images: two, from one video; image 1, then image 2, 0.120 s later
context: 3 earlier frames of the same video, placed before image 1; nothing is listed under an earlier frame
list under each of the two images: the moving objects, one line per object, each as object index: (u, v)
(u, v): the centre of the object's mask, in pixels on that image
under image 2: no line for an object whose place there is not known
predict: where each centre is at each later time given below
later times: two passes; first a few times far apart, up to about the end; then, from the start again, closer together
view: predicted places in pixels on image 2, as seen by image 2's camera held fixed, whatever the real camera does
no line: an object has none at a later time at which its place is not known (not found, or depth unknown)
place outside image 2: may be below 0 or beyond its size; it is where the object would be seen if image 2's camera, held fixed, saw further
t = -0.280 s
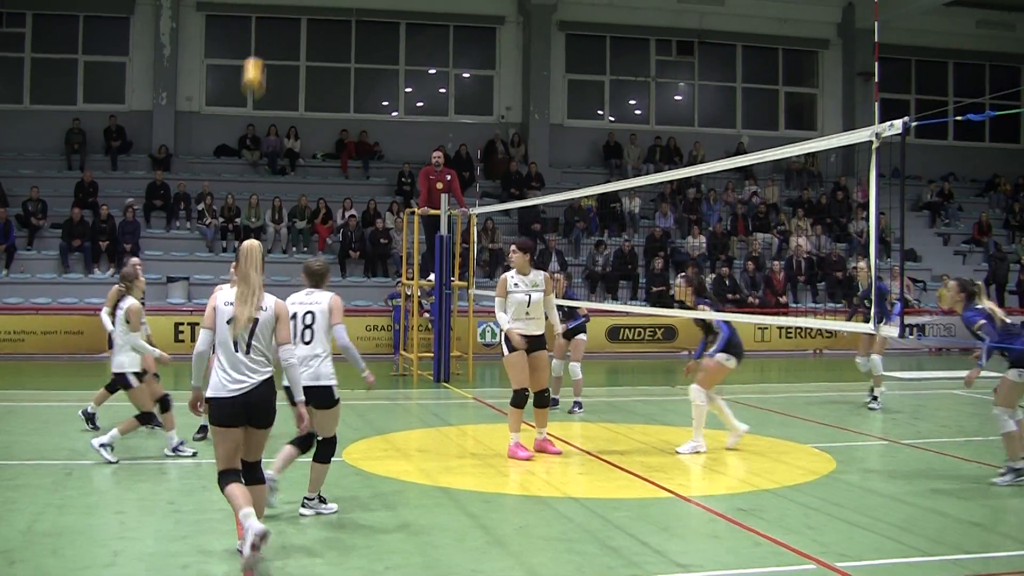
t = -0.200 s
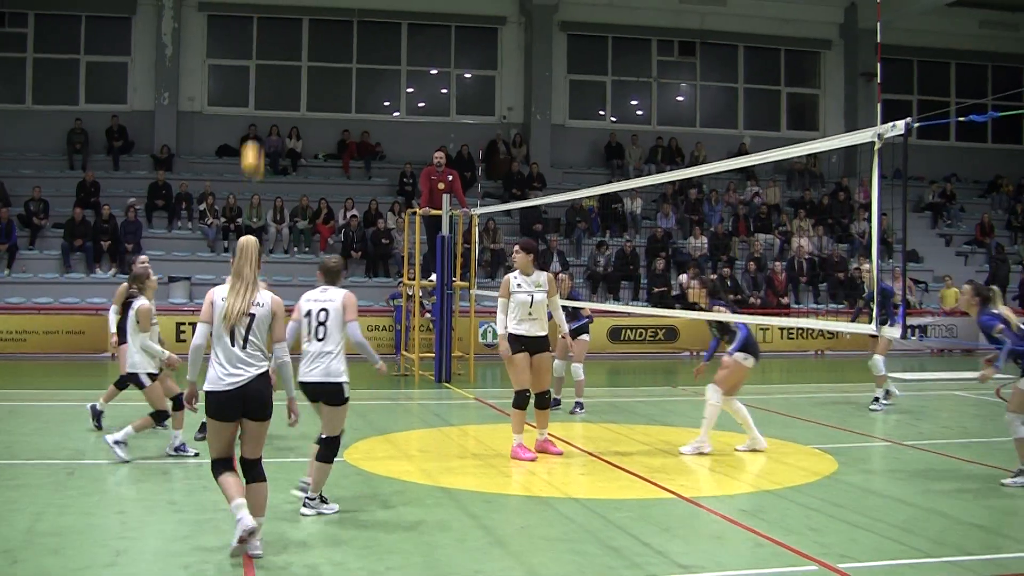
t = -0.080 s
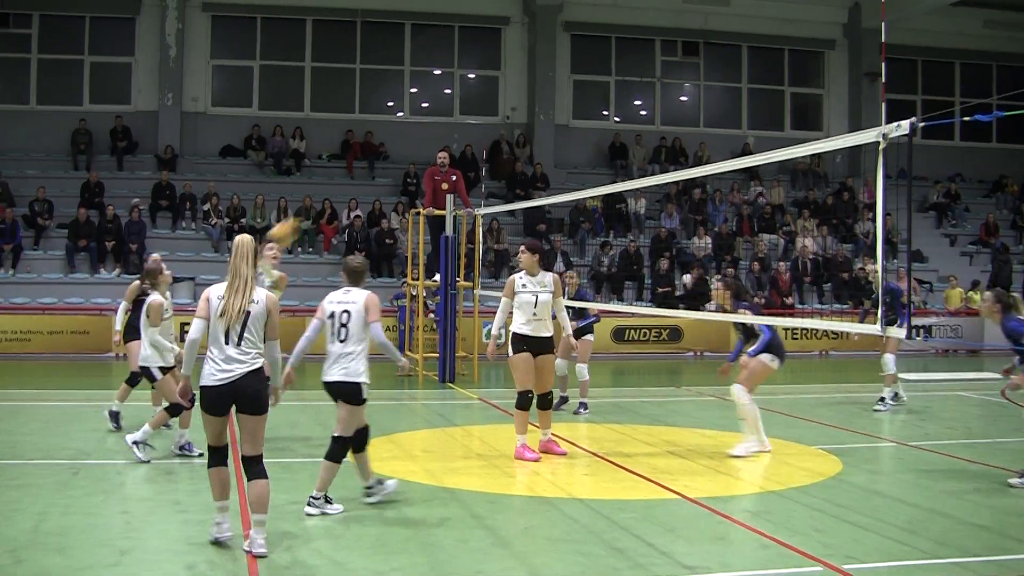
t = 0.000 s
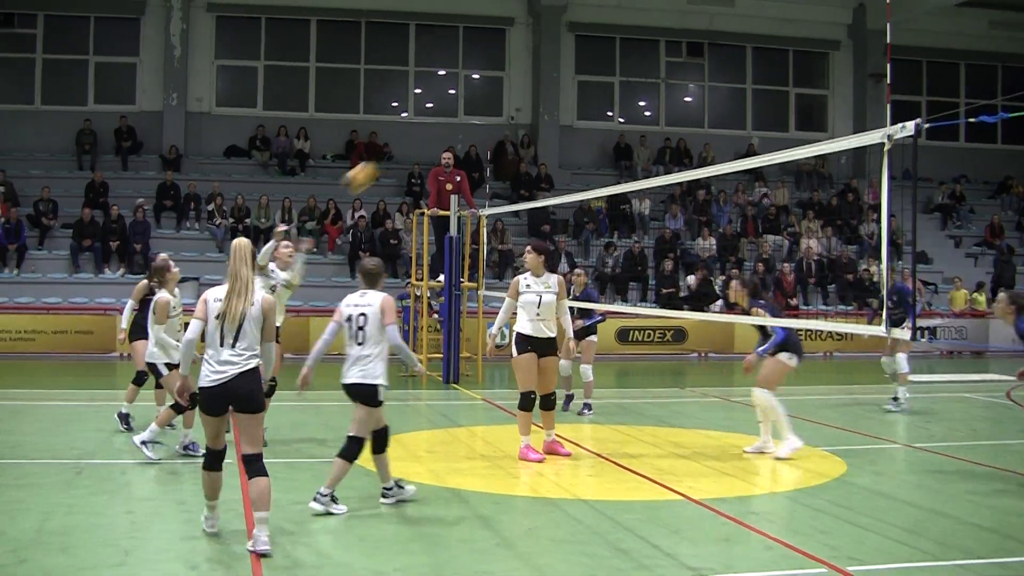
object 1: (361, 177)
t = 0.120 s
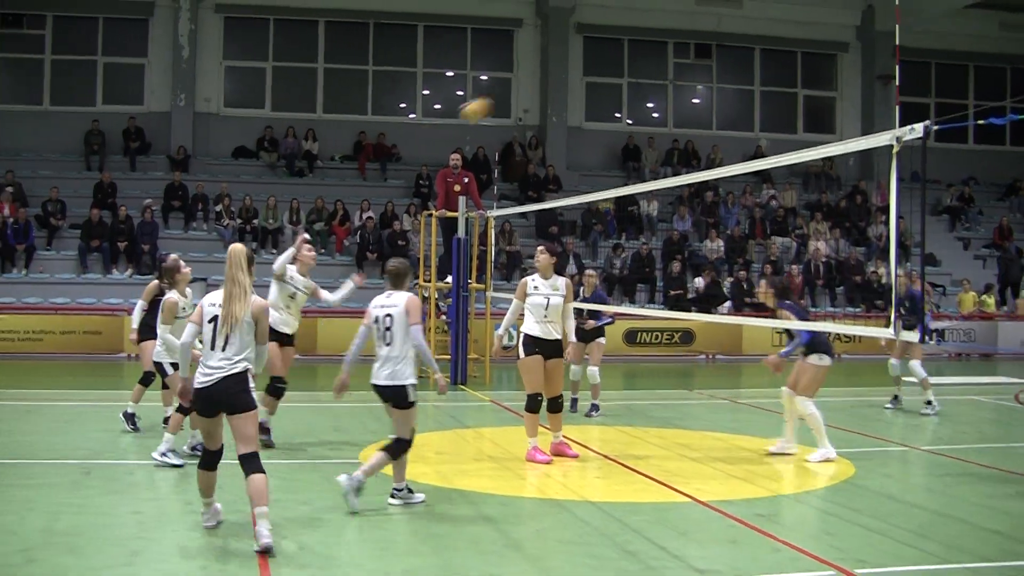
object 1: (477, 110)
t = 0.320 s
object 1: (649, 44)
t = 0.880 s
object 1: (1012, 108)
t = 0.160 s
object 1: (511, 93)
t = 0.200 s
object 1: (547, 77)
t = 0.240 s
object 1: (579, 64)
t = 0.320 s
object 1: (649, 44)
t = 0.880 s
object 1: (1012, 108)
